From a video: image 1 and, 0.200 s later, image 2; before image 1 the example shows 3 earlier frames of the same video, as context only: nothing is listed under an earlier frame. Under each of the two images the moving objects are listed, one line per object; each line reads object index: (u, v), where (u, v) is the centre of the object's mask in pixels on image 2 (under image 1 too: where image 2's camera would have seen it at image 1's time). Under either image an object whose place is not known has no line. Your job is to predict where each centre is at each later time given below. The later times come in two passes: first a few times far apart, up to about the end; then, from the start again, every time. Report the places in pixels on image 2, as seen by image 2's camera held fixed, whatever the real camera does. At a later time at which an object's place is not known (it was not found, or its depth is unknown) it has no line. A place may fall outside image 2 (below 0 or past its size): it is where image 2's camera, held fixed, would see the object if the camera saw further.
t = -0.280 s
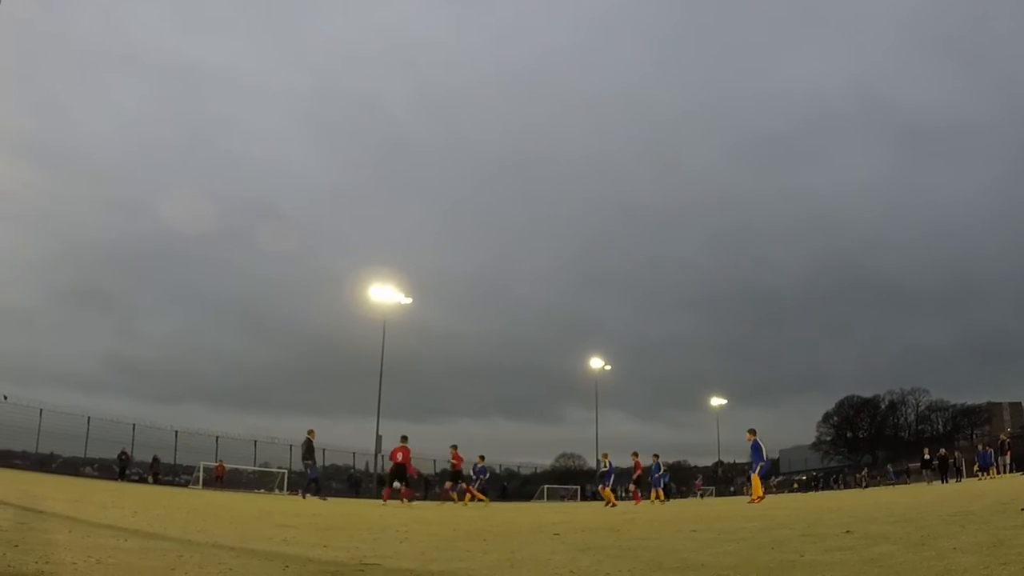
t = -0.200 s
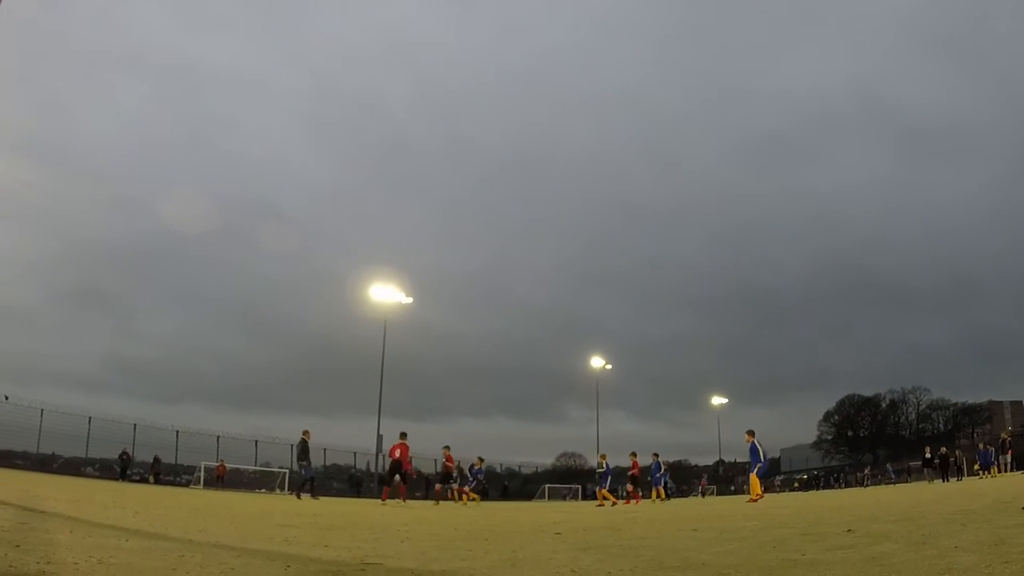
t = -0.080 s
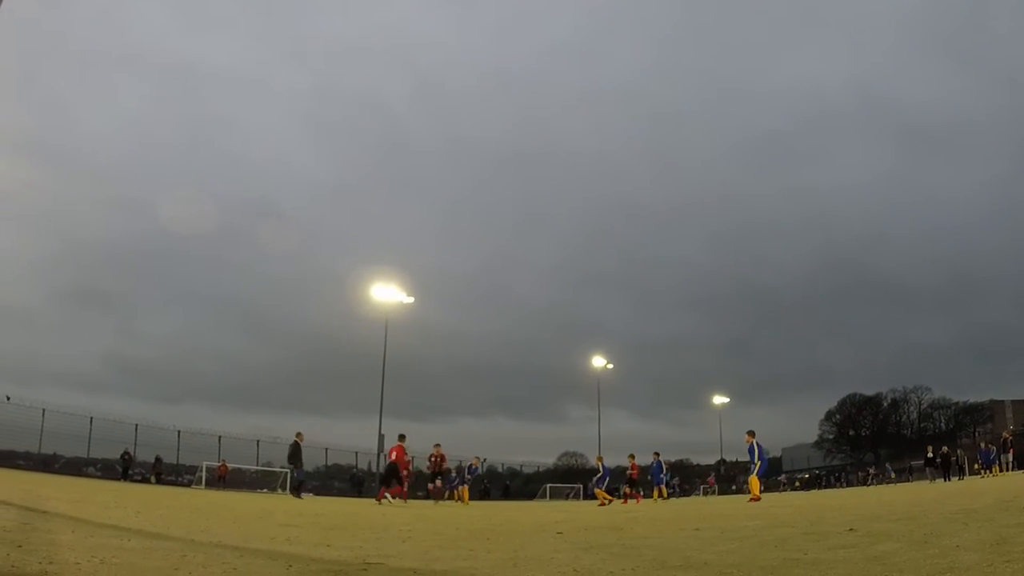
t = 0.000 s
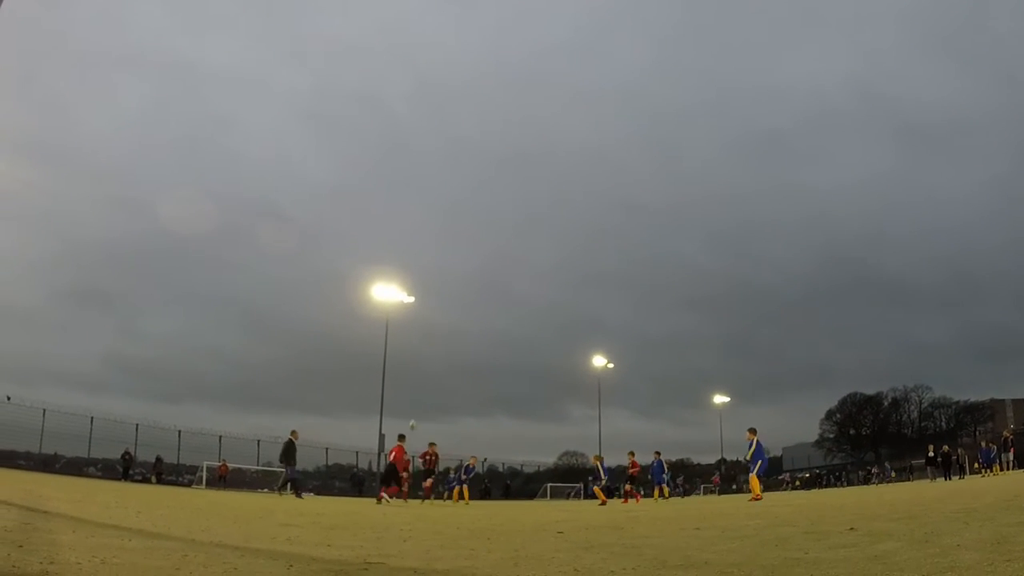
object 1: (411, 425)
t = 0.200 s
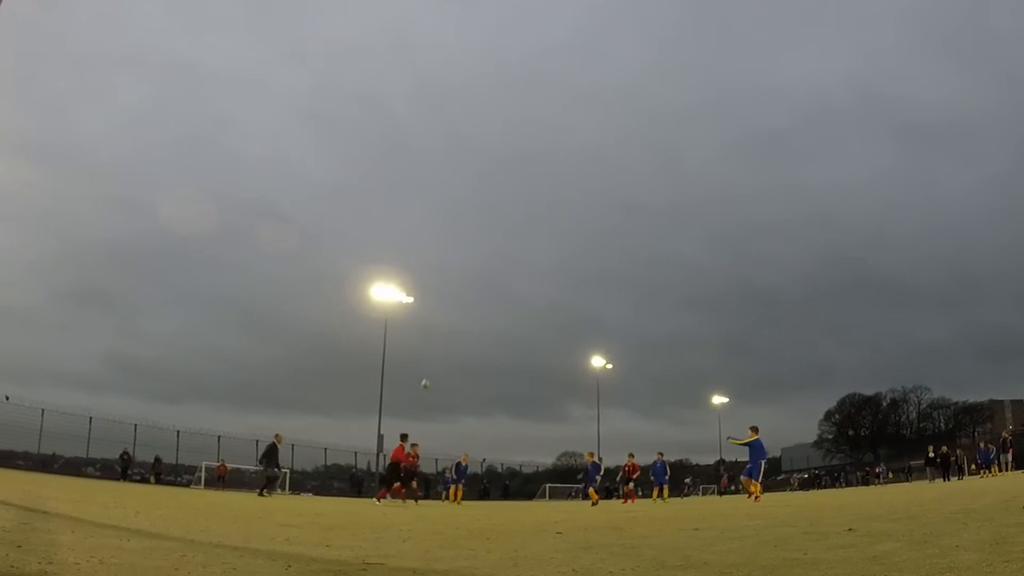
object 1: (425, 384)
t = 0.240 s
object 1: (427, 377)
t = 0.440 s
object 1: (442, 349)
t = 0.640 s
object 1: (459, 335)
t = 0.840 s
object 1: (476, 340)
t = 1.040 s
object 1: (498, 371)
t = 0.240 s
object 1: (427, 377)
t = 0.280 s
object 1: (430, 371)
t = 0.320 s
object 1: (433, 364)
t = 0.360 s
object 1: (436, 359)
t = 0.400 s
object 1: (439, 354)
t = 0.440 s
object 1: (442, 349)
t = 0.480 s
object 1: (446, 346)
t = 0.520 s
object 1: (449, 343)
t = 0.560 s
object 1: (452, 340)
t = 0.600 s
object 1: (455, 338)
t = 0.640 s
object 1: (459, 335)
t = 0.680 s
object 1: (462, 336)
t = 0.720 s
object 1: (465, 336)
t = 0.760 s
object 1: (469, 336)
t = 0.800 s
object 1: (472, 338)
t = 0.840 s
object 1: (476, 340)
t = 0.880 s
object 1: (481, 344)
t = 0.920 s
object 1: (485, 349)
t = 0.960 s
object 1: (489, 355)
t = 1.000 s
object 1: (494, 362)
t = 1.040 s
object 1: (498, 371)
